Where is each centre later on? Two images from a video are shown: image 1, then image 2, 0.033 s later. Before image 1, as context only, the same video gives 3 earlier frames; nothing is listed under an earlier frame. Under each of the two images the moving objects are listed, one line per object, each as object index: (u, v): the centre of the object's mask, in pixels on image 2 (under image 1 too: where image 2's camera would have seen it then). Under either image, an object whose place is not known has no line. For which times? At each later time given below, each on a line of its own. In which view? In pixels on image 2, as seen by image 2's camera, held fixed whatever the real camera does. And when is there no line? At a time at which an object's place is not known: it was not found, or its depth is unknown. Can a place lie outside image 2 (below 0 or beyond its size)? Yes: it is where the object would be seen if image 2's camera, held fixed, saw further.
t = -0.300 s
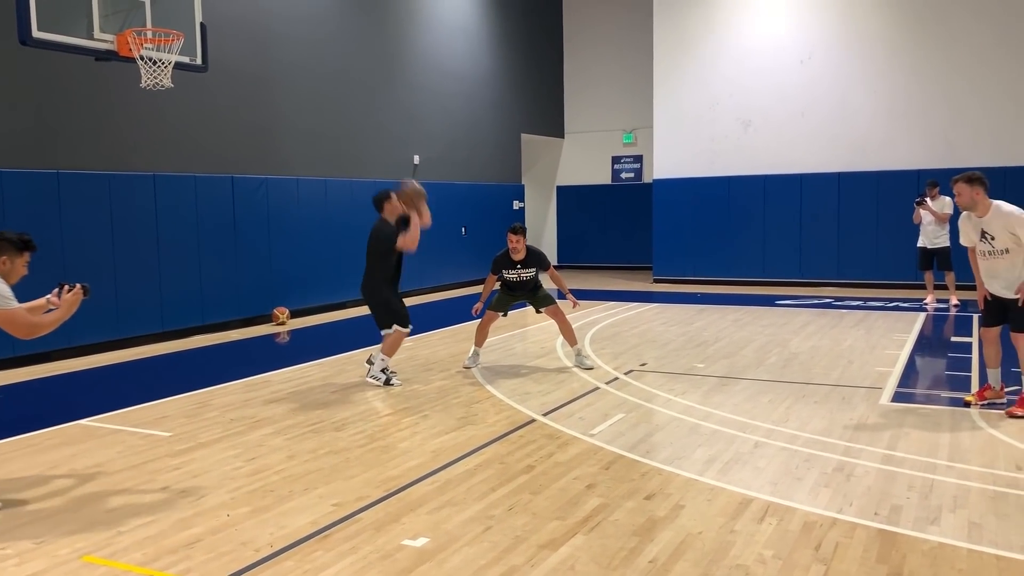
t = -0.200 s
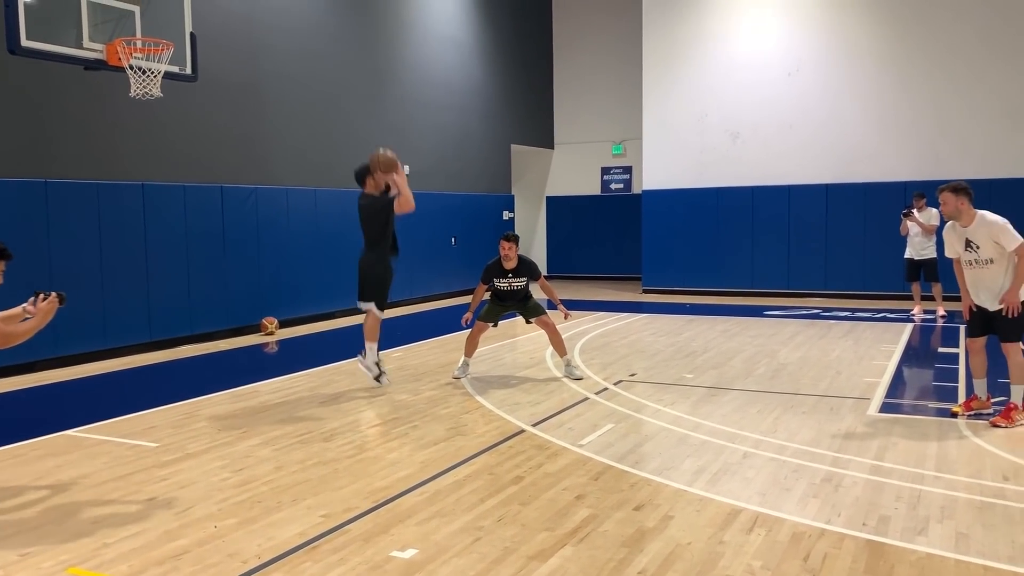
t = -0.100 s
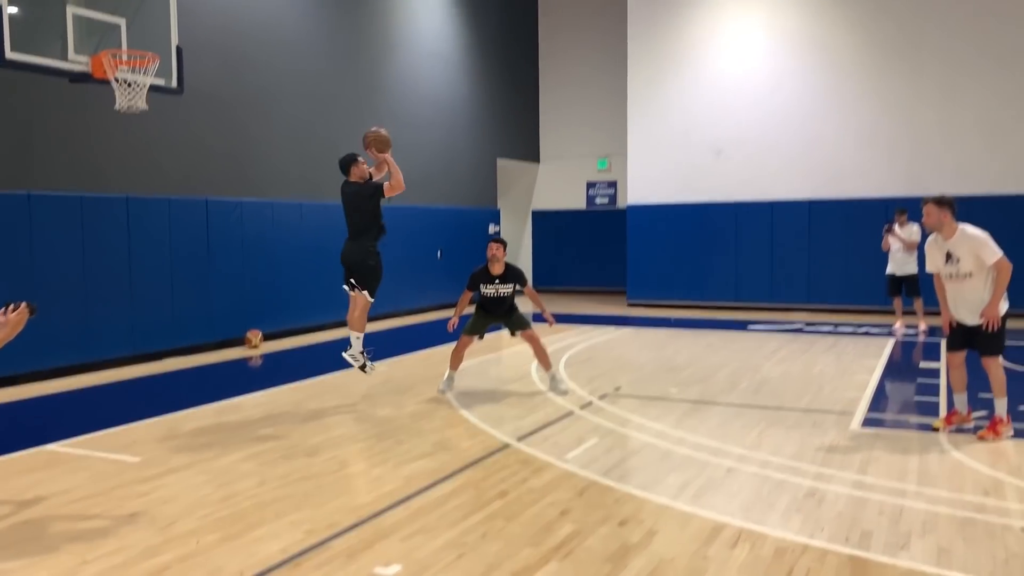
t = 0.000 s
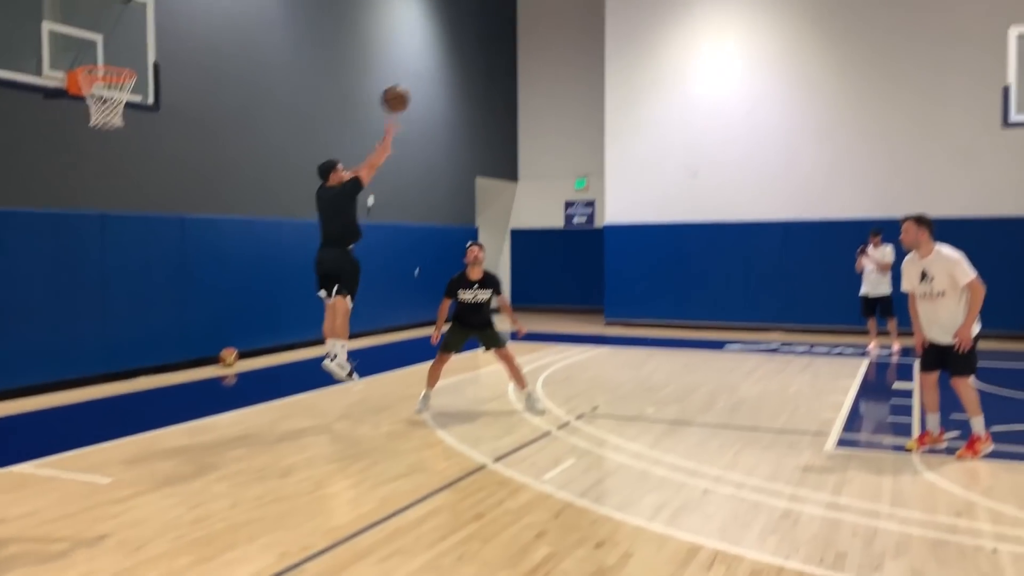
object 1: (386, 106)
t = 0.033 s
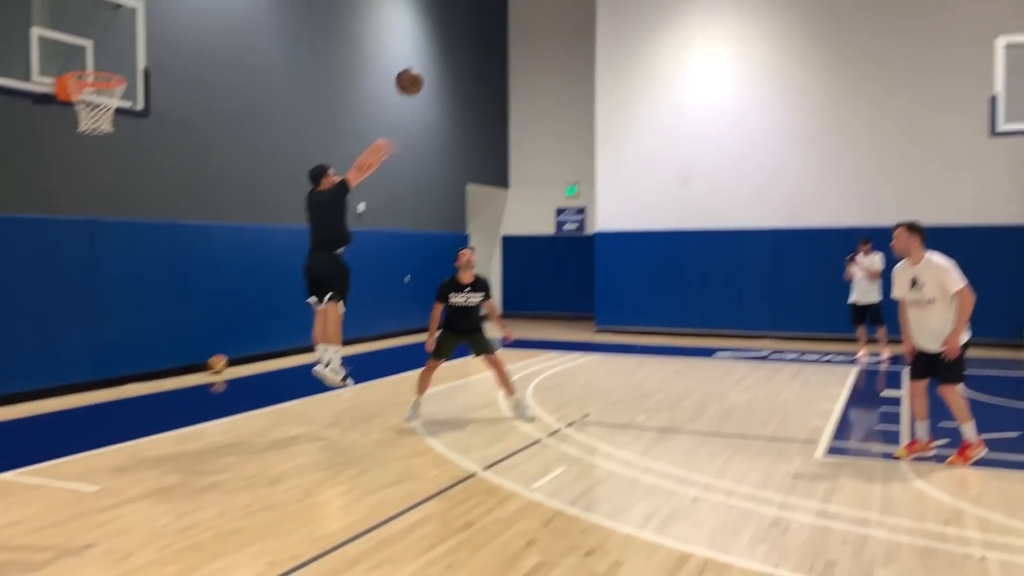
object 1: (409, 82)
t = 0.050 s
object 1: (421, 70)
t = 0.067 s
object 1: (432, 59)
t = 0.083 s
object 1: (444, 49)
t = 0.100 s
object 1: (454, 39)
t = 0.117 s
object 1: (466, 29)
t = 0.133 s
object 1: (477, 20)
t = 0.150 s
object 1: (487, 11)
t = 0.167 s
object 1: (497, 3)
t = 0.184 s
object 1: (507, -6)
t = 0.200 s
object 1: (517, -13)
